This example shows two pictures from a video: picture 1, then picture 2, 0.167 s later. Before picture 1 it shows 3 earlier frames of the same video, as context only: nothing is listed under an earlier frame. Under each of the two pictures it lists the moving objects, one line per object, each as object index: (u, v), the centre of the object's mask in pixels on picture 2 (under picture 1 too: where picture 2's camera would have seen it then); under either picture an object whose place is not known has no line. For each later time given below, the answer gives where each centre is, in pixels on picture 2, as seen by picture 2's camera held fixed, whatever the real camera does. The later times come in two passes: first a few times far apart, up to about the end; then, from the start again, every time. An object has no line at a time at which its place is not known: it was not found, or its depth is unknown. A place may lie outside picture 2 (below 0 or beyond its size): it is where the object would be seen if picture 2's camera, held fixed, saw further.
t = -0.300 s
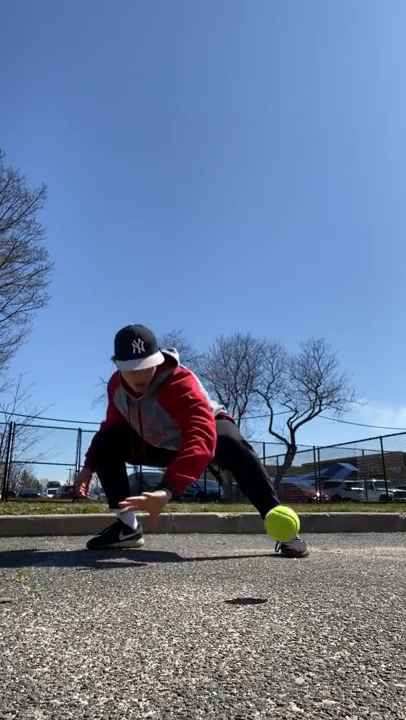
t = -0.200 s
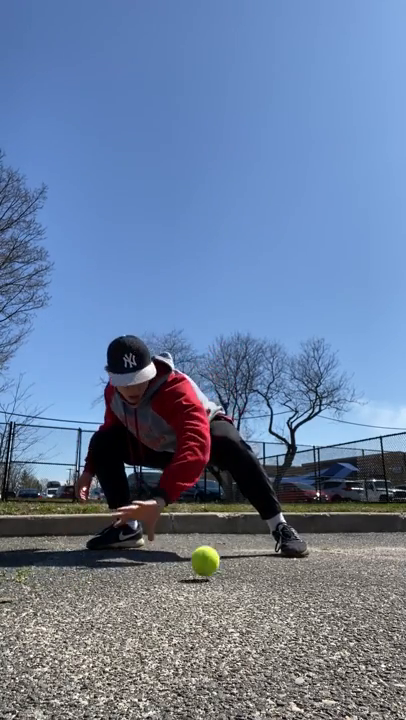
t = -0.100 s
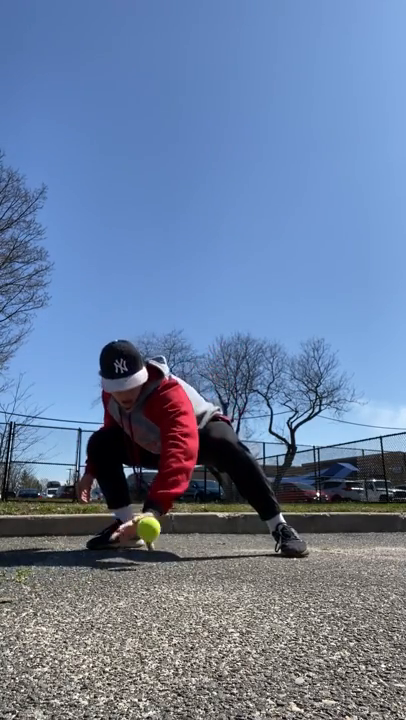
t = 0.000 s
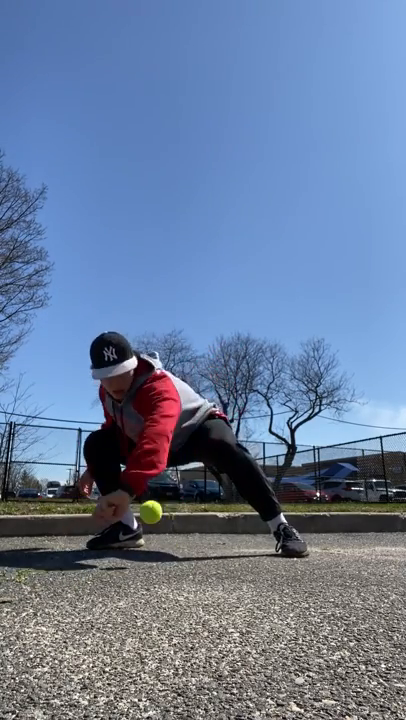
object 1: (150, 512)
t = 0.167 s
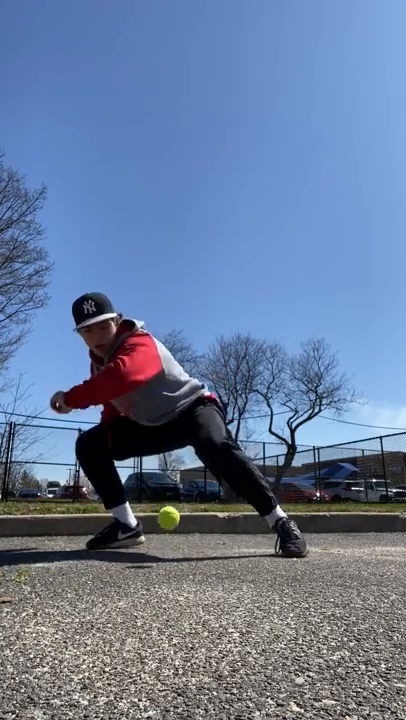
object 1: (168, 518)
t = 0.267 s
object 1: (178, 546)
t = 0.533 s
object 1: (206, 550)
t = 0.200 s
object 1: (171, 529)
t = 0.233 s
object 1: (174, 545)
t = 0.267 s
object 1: (178, 546)
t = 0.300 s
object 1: (181, 535)
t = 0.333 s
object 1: (185, 527)
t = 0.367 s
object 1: (189, 523)
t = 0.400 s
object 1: (192, 523)
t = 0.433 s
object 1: (196, 526)
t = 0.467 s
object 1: (199, 533)
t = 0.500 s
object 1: (202, 543)
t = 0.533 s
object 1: (206, 550)
